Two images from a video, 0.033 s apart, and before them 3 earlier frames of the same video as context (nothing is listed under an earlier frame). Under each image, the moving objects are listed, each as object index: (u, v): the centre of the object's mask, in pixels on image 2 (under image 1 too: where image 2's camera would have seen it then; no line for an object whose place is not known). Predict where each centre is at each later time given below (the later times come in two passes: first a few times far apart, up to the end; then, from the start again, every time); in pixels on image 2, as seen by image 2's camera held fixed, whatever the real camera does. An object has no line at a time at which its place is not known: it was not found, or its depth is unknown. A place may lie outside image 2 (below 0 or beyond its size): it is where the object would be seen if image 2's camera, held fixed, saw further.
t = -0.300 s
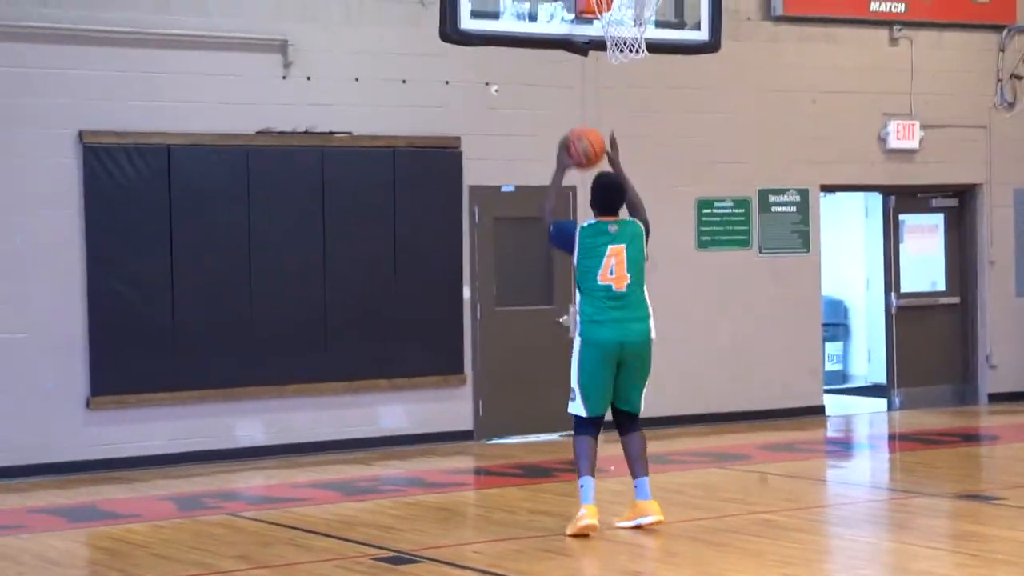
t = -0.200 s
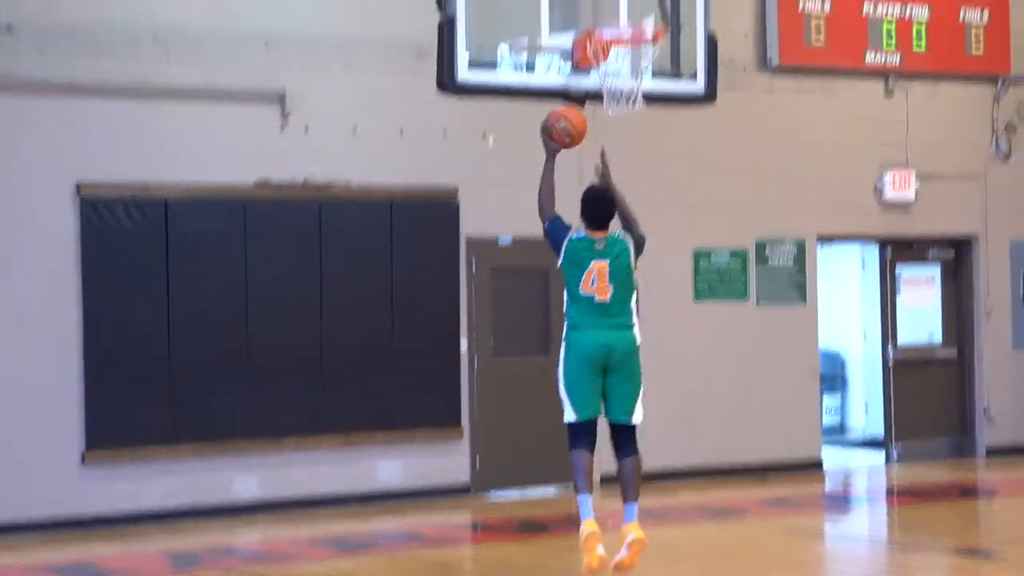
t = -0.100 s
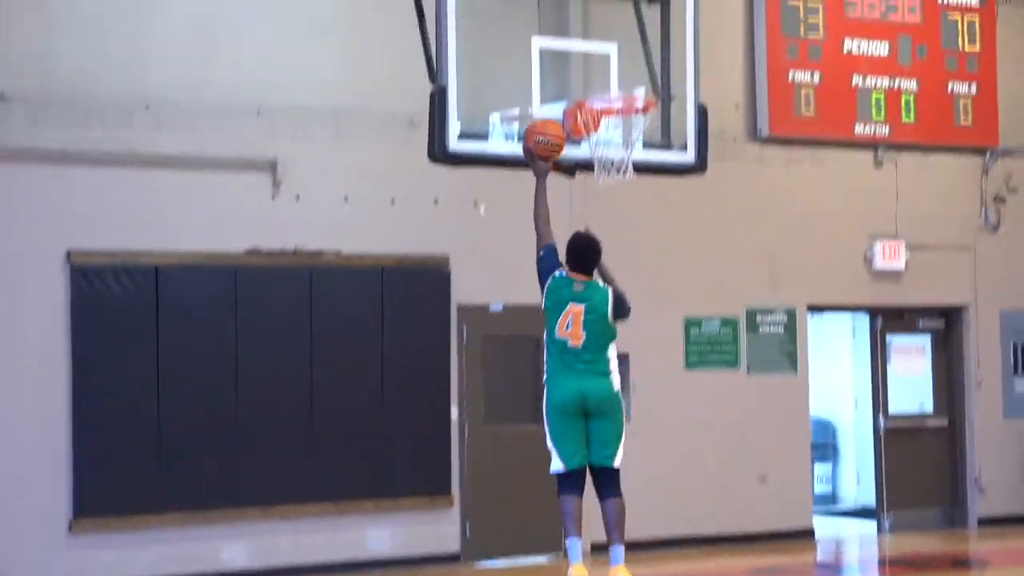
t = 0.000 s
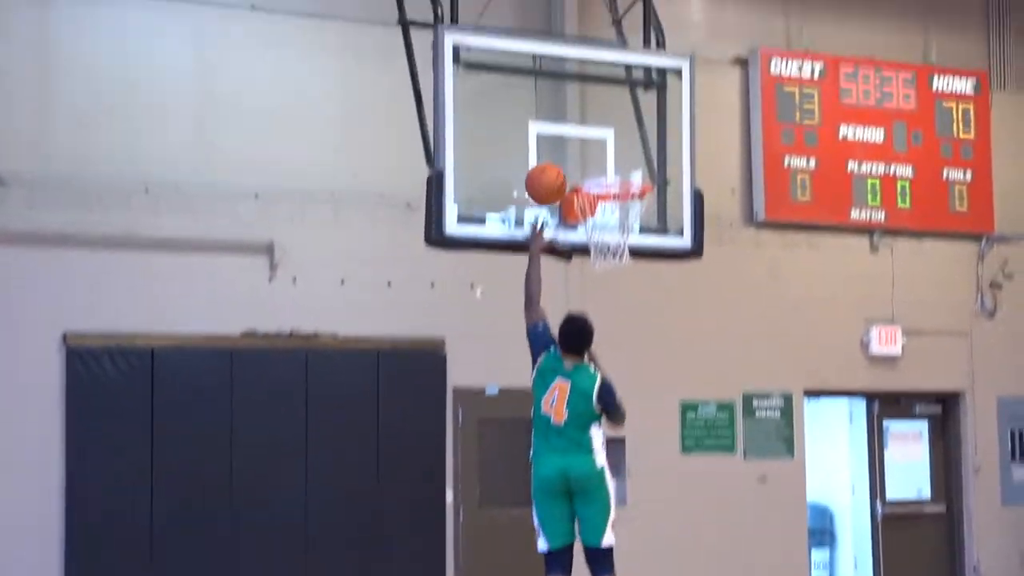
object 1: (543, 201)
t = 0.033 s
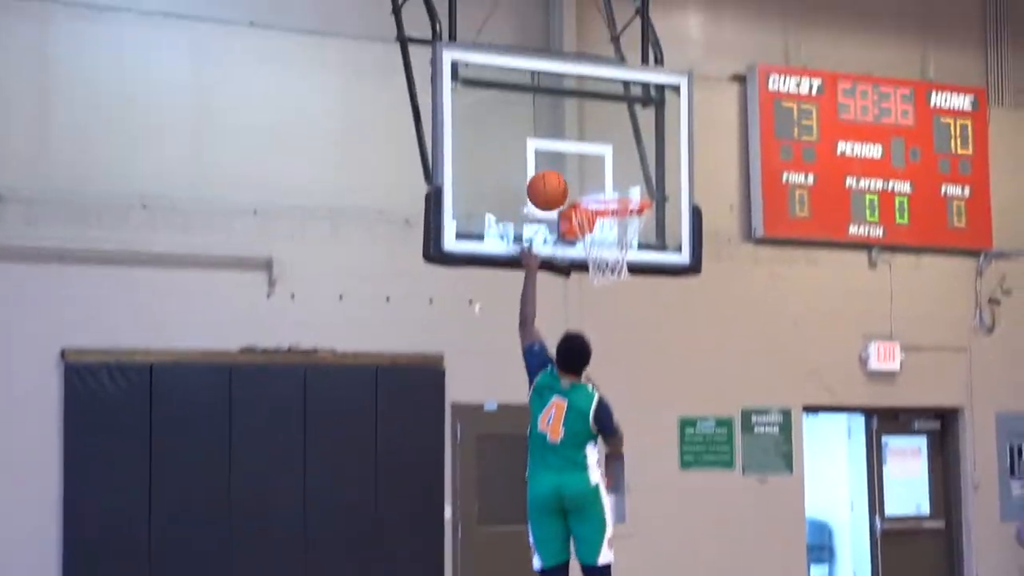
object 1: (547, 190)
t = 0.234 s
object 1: (585, 168)
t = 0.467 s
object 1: (628, 215)
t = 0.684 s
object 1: (611, 258)
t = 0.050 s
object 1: (549, 186)
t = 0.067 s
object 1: (550, 182)
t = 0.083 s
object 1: (552, 178)
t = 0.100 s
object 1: (554, 176)
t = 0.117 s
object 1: (556, 173)
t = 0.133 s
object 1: (559, 171)
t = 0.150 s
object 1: (564, 169)
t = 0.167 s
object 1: (568, 168)
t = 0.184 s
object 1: (571, 167)
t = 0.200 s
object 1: (576, 167)
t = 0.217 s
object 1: (581, 167)
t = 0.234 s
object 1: (585, 168)
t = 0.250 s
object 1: (589, 170)
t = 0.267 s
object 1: (594, 171)
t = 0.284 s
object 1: (598, 172)
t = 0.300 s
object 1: (602, 175)
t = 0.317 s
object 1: (606, 178)
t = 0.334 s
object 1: (611, 180)
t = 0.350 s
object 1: (615, 181)
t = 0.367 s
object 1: (620, 183)
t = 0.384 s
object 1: (625, 196)
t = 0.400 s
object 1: (627, 199)
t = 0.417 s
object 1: (627, 202)
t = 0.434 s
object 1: (627, 207)
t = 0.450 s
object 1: (627, 210)
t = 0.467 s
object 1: (628, 215)
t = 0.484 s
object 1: (628, 219)
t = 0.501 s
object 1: (628, 223)
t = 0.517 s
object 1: (628, 228)
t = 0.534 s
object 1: (627, 233)
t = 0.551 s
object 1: (627, 237)
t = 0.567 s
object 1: (625, 239)
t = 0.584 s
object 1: (623, 241)
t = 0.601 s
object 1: (622, 242)
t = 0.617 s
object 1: (620, 244)
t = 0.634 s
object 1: (618, 246)
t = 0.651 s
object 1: (616, 256)
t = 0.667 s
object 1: (613, 256)
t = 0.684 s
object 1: (611, 258)
